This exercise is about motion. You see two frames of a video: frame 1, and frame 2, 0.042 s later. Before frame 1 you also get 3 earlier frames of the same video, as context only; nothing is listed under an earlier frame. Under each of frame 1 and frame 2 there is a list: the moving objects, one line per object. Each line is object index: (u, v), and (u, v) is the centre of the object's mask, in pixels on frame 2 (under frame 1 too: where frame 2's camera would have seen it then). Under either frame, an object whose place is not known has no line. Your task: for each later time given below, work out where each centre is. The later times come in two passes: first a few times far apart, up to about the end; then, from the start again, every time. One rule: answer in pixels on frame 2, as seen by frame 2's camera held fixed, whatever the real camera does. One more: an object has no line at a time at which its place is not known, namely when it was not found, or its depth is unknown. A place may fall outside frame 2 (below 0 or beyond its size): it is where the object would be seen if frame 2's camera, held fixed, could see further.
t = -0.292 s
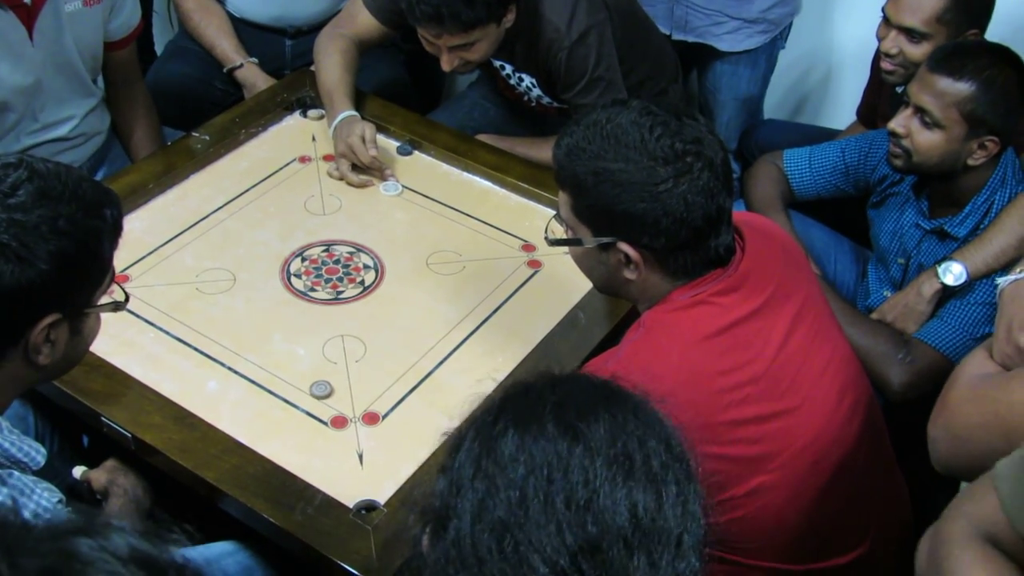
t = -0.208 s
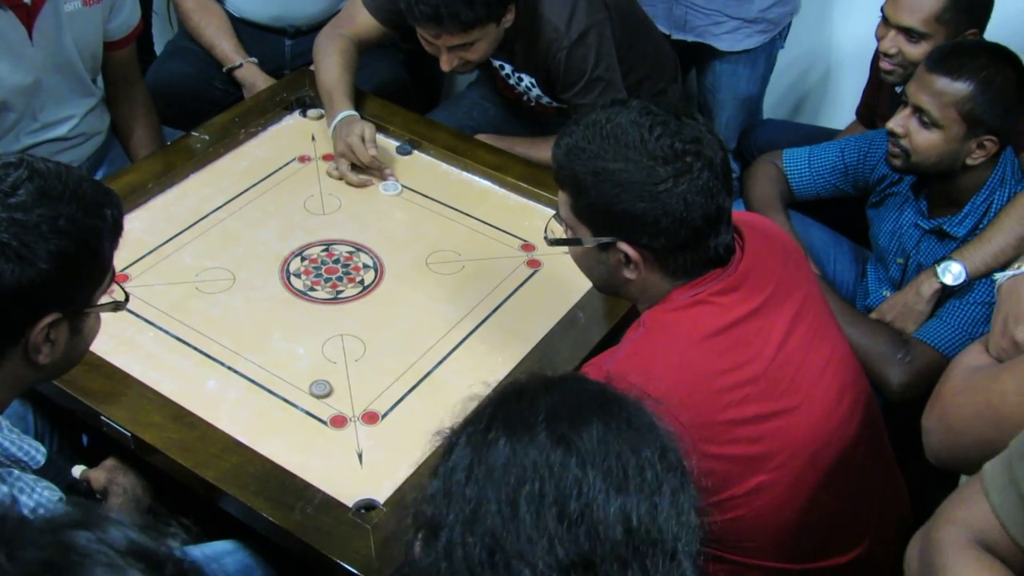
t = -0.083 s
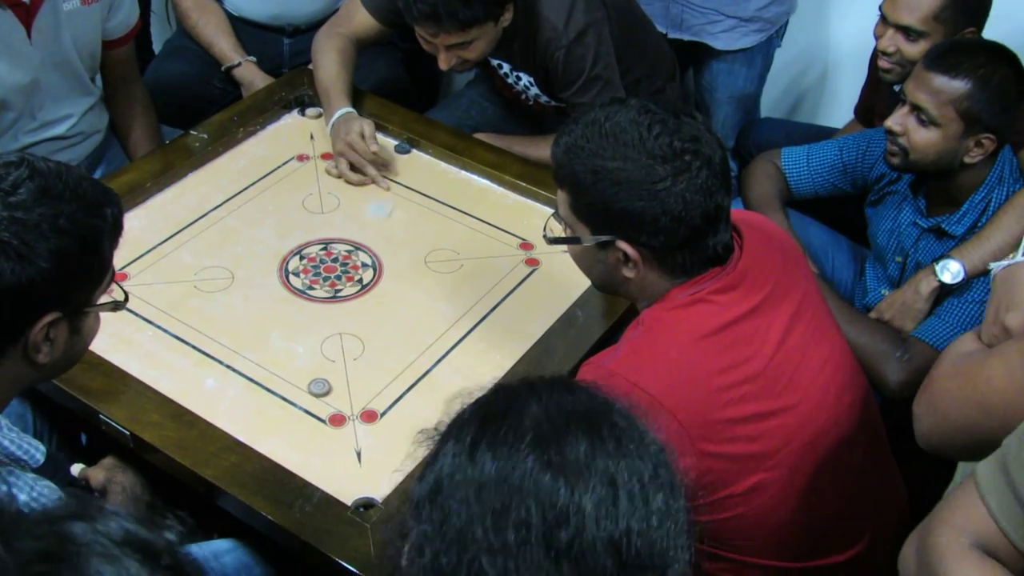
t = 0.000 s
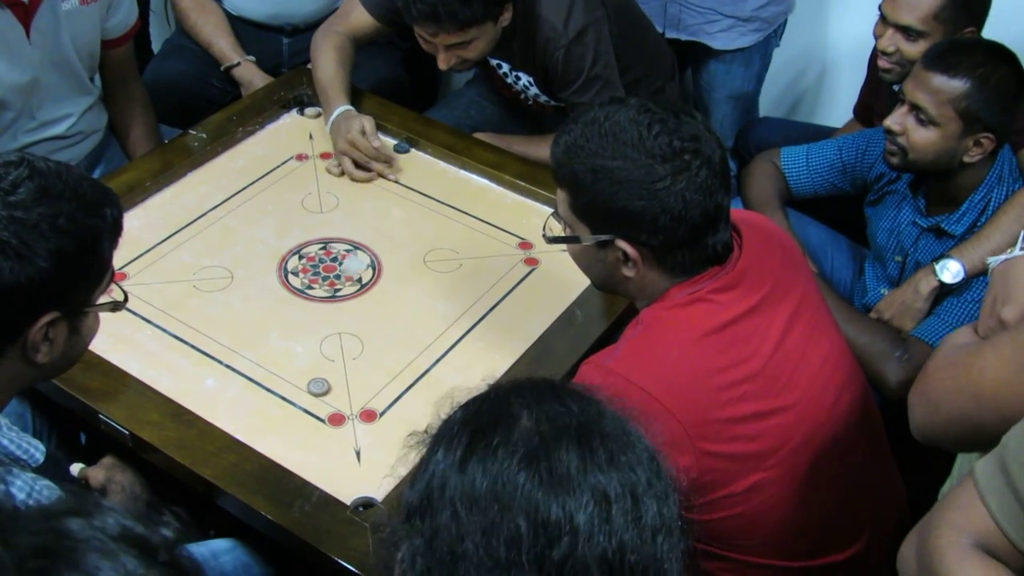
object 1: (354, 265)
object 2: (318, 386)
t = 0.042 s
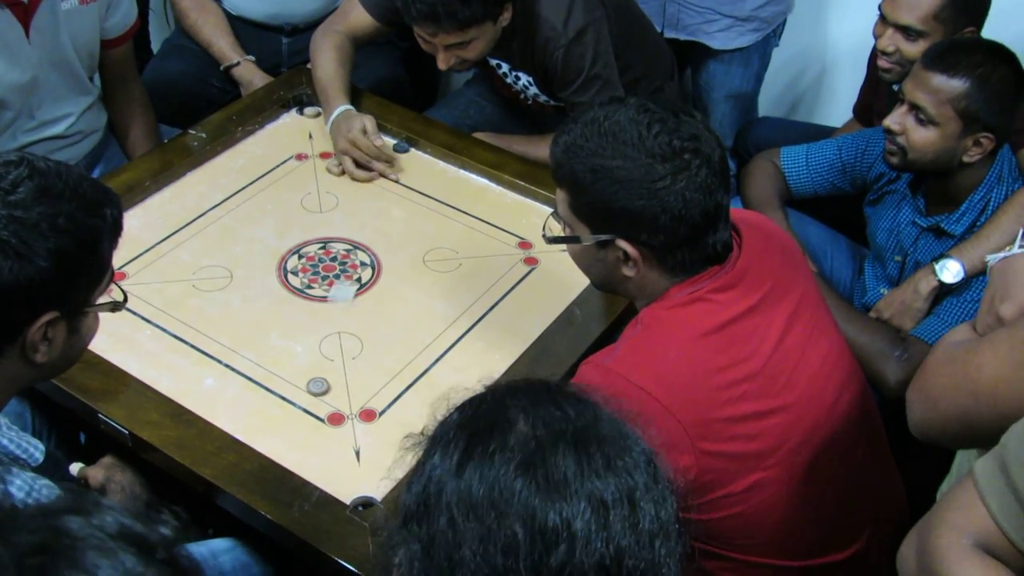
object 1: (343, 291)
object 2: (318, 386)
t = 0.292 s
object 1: (250, 435)
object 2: (361, 500)
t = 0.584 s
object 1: (309, 384)
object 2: (315, 440)
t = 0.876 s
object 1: (320, 373)
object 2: (311, 434)
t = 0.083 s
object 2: (318, 386)
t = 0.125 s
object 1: (318, 356)
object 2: (317, 386)
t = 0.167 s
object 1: (299, 382)
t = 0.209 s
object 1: (281, 401)
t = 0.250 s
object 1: (264, 420)
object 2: (347, 486)
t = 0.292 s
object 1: (250, 435)
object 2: (361, 500)
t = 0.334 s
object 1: (260, 427)
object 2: (347, 493)
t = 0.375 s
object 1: (272, 418)
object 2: (339, 481)
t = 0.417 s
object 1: (282, 408)
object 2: (333, 469)
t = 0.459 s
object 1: (289, 401)
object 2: (327, 460)
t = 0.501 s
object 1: (298, 394)
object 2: (322, 451)
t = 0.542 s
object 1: (303, 389)
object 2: (318, 446)
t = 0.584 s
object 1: (309, 384)
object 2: (315, 440)
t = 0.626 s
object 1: (313, 380)
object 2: (313, 437)
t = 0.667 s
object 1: (316, 377)
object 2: (311, 435)
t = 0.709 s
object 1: (319, 375)
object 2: (311, 434)
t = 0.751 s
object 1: (320, 373)
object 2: (311, 434)
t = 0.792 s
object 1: (321, 373)
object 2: (311, 435)
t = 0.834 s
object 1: (320, 373)
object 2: (311, 434)
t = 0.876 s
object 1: (320, 373)
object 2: (311, 434)
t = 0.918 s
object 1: (320, 374)
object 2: (311, 434)
